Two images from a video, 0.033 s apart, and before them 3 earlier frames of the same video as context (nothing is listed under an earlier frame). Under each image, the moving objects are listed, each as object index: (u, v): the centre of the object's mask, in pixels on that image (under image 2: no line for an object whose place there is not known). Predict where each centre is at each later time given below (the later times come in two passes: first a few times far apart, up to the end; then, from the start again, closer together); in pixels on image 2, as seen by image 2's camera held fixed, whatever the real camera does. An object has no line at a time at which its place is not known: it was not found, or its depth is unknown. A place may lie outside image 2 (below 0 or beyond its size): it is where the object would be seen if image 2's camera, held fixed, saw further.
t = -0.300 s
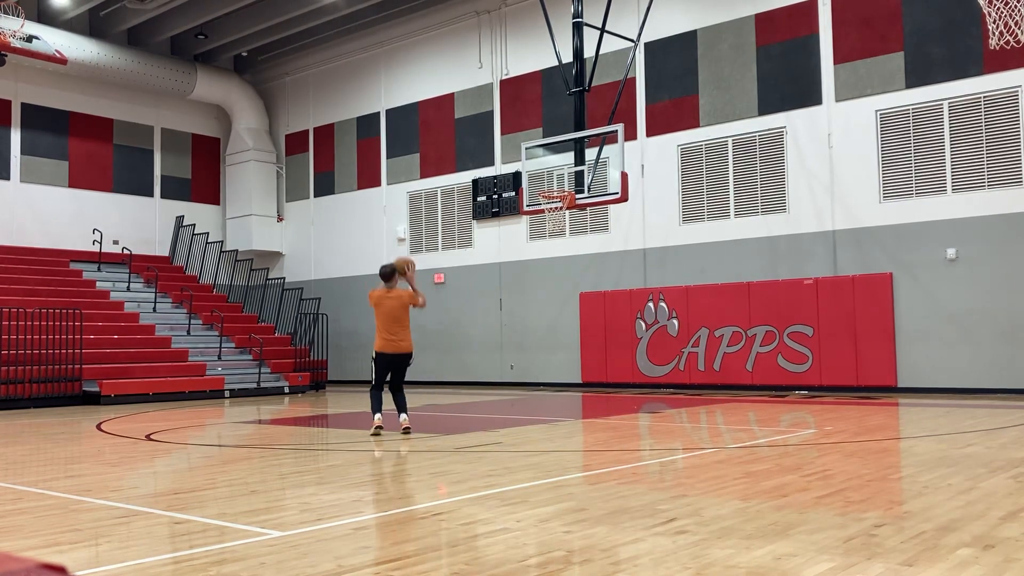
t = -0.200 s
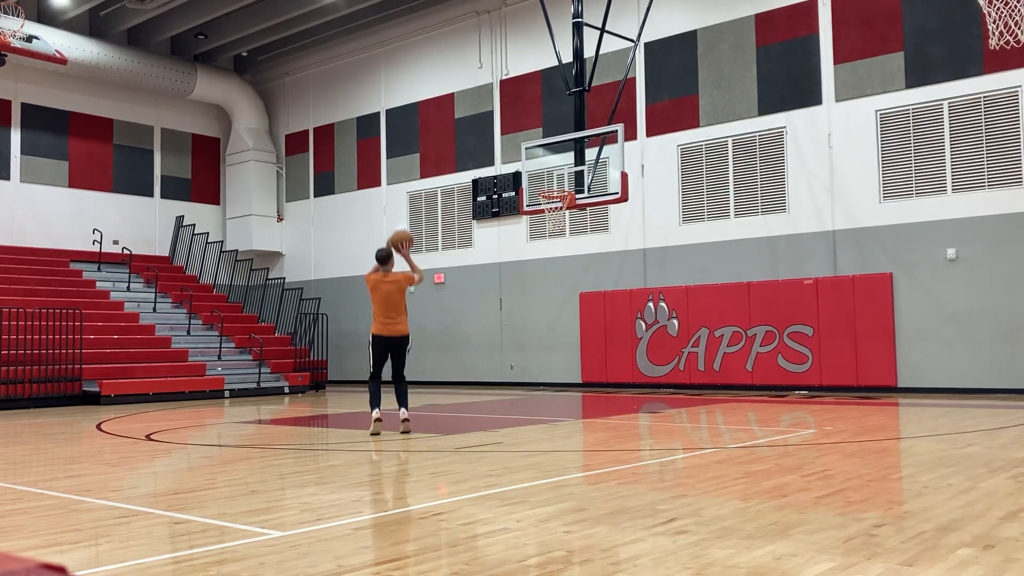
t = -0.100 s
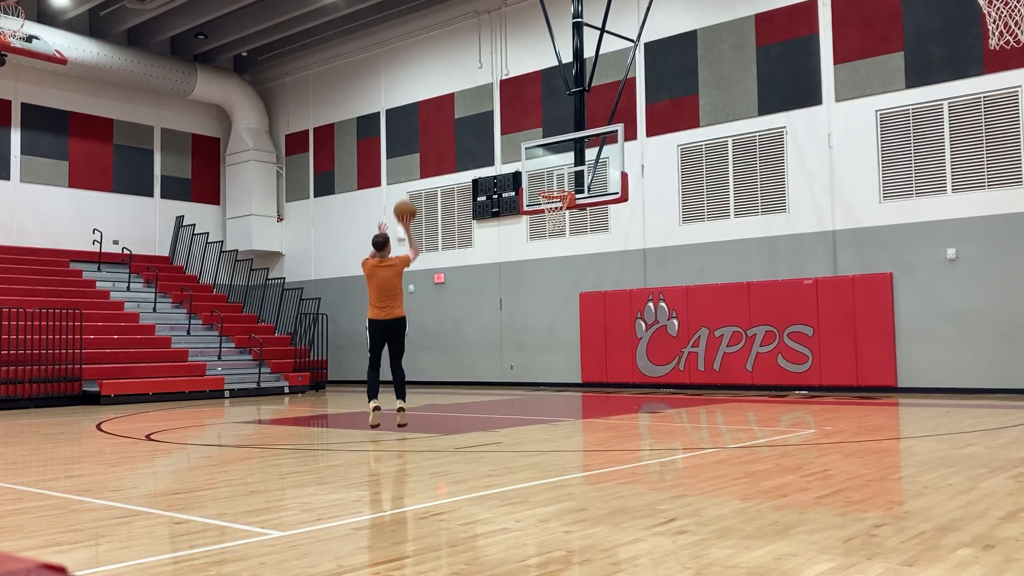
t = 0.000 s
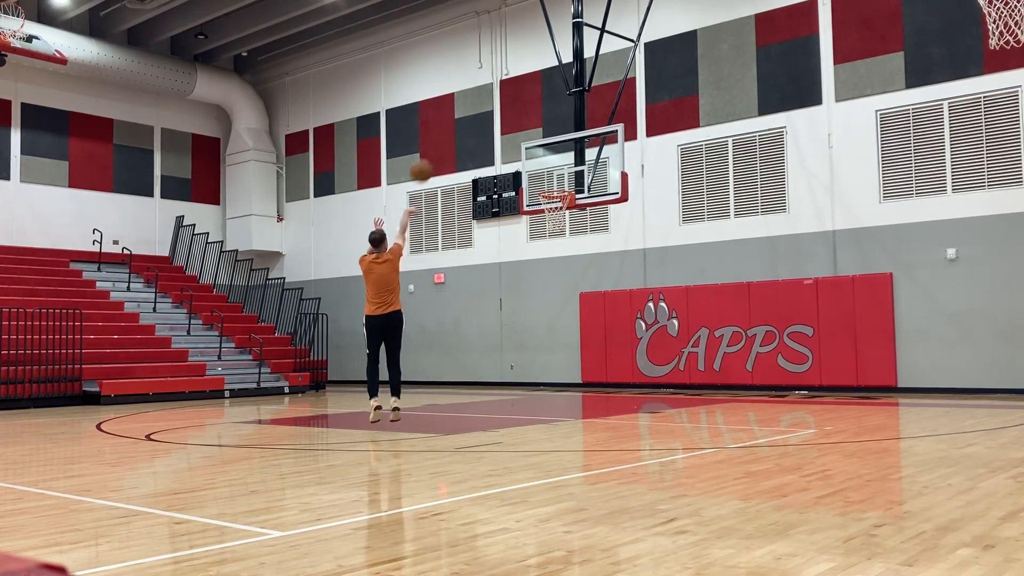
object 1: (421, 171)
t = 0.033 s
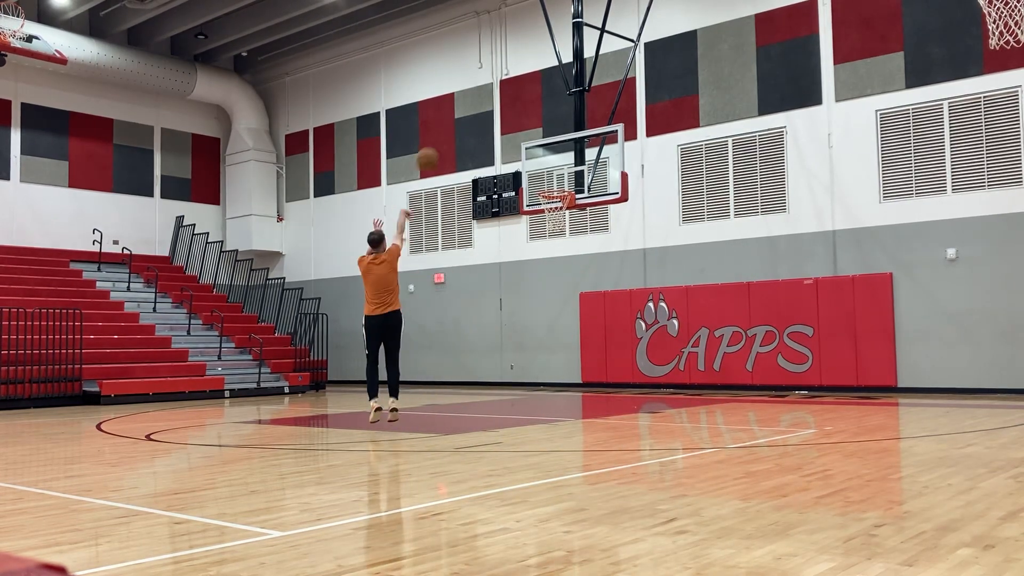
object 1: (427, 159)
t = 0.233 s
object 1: (461, 114)
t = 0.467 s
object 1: (497, 106)
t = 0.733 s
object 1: (531, 145)
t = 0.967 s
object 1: (557, 211)
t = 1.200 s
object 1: (566, 241)
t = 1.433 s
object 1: (574, 303)
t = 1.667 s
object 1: (584, 391)
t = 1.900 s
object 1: (582, 326)
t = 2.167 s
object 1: (581, 293)
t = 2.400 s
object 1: (582, 301)
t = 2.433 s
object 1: (582, 305)
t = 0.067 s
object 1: (433, 148)
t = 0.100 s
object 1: (439, 139)
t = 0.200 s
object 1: (456, 119)
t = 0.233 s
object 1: (461, 114)
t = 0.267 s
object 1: (467, 110)
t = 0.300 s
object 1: (472, 107)
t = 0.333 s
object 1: (477, 105)
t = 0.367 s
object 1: (482, 104)
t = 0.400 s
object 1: (487, 104)
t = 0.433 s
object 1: (492, 105)
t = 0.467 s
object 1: (497, 106)
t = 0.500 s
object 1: (501, 109)
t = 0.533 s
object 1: (506, 111)
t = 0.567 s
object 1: (510, 115)
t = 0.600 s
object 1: (514, 119)
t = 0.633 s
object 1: (519, 125)
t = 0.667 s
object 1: (523, 131)
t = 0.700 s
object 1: (527, 137)
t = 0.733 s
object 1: (531, 145)
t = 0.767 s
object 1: (536, 153)
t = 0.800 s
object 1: (539, 161)
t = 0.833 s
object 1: (543, 170)
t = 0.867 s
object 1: (547, 180)
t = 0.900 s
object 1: (552, 189)
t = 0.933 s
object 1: (554, 200)
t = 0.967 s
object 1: (557, 211)
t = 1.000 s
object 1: (559, 214)
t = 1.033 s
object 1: (560, 216)
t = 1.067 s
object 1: (562, 220)
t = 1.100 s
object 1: (563, 225)
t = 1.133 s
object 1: (564, 229)
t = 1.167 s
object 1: (565, 235)
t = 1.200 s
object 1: (566, 241)
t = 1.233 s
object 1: (567, 248)
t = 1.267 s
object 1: (568, 256)
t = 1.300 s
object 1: (570, 264)
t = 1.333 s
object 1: (571, 273)
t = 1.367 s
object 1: (572, 282)
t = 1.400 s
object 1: (573, 292)
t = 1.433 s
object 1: (574, 303)
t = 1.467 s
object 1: (576, 315)
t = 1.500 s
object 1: (577, 327)
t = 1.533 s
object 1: (578, 340)
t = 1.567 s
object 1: (580, 353)
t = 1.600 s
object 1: (581, 367)
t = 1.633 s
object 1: (582, 381)
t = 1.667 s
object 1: (584, 391)
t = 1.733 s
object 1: (583, 369)
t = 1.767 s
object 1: (583, 359)
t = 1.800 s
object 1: (583, 350)
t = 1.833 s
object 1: (582, 341)
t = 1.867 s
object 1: (582, 334)
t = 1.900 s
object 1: (582, 326)
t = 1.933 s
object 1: (582, 320)
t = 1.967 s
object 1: (582, 314)
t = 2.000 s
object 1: (582, 308)
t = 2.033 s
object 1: (582, 304)
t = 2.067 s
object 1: (581, 300)
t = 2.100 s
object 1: (581, 297)
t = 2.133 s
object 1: (581, 294)
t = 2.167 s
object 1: (581, 293)
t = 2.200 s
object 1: (581, 292)
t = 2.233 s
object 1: (581, 292)
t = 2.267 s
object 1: (581, 292)
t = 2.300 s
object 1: (582, 293)
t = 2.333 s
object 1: (581, 295)
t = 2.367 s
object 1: (582, 298)
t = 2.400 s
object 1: (582, 301)
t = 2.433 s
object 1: (582, 305)
